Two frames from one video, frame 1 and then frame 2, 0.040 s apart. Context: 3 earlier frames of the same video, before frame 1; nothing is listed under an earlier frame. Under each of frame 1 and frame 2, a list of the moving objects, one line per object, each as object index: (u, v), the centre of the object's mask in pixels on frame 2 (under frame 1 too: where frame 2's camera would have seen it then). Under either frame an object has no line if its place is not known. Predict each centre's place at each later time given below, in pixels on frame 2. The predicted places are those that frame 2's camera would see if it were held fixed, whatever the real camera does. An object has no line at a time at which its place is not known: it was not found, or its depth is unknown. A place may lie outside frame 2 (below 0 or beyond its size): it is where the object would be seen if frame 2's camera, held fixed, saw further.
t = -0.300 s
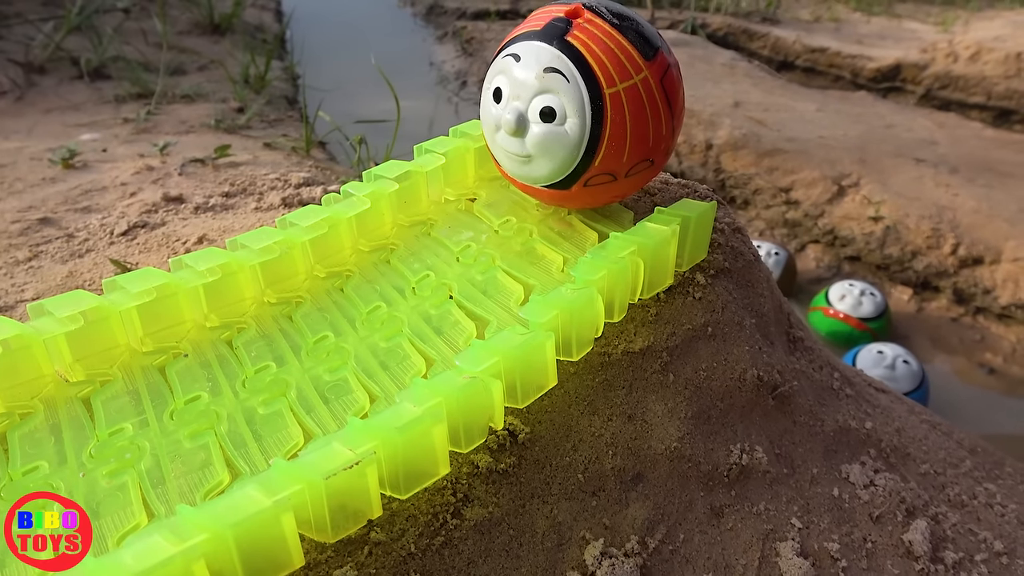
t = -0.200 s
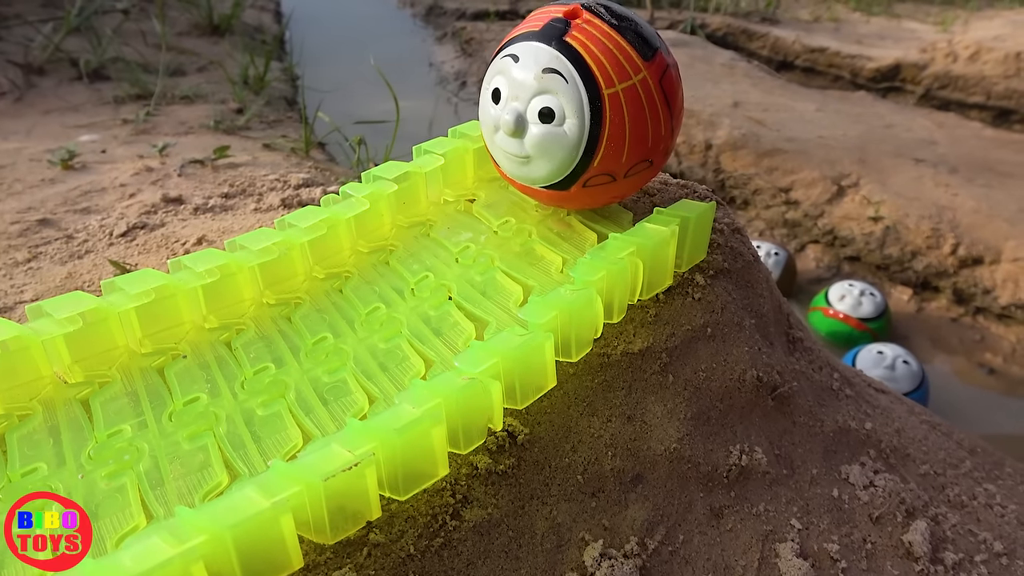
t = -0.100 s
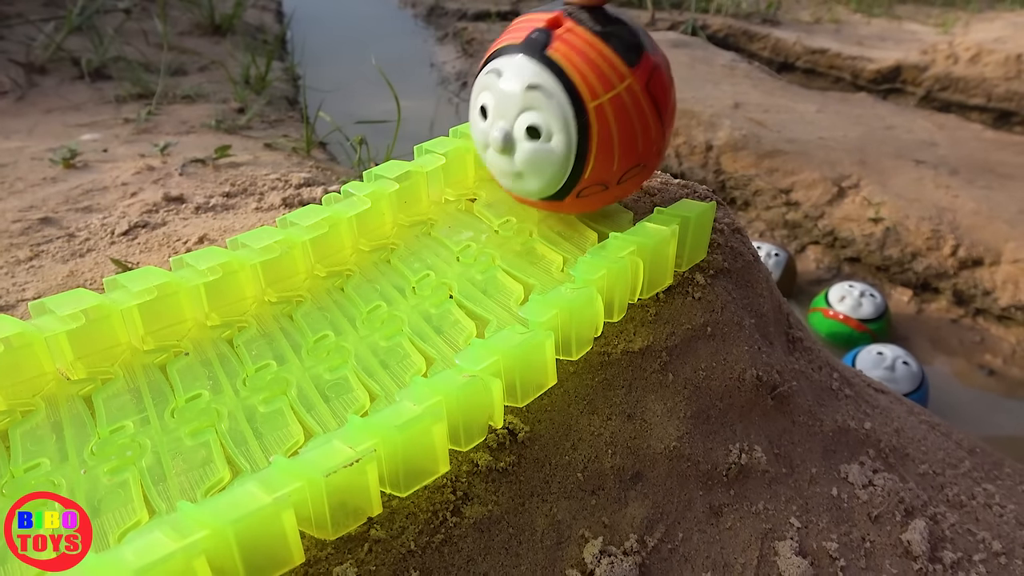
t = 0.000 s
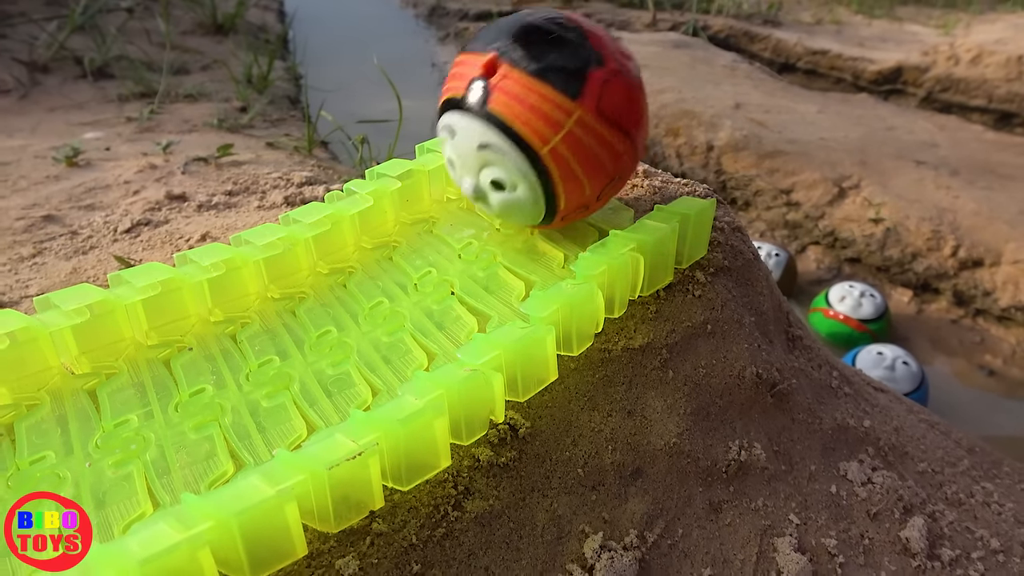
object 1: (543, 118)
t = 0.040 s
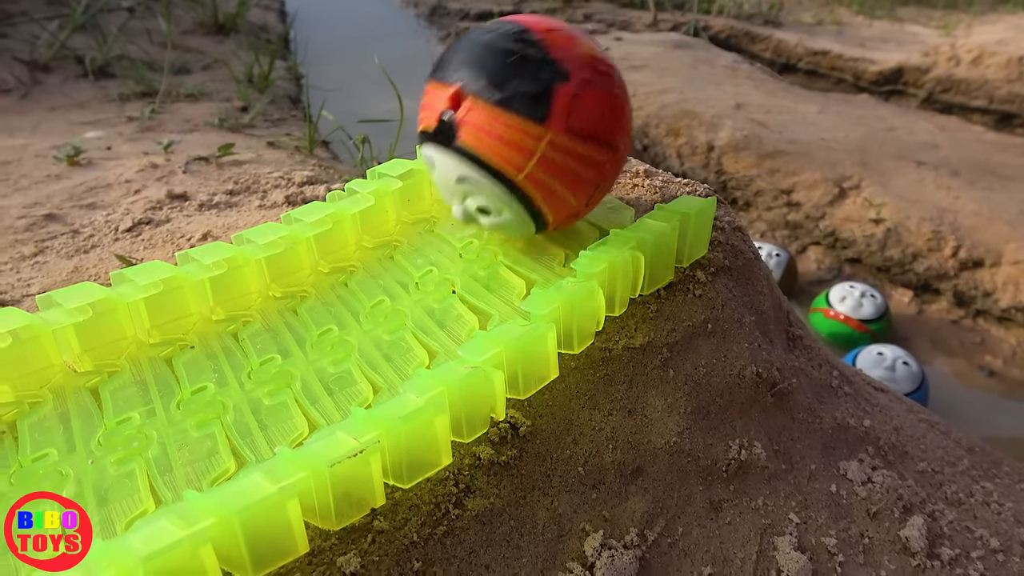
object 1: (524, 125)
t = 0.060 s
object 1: (513, 128)
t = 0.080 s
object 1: (500, 133)
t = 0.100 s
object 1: (484, 140)
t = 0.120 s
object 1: (466, 143)
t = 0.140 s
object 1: (446, 147)
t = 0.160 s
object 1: (426, 154)
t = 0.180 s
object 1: (402, 166)
